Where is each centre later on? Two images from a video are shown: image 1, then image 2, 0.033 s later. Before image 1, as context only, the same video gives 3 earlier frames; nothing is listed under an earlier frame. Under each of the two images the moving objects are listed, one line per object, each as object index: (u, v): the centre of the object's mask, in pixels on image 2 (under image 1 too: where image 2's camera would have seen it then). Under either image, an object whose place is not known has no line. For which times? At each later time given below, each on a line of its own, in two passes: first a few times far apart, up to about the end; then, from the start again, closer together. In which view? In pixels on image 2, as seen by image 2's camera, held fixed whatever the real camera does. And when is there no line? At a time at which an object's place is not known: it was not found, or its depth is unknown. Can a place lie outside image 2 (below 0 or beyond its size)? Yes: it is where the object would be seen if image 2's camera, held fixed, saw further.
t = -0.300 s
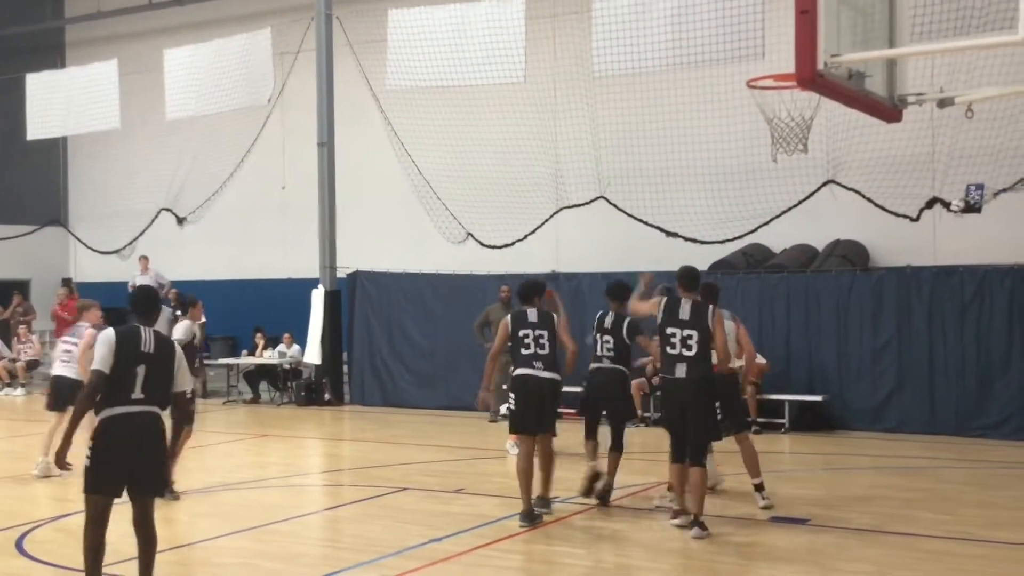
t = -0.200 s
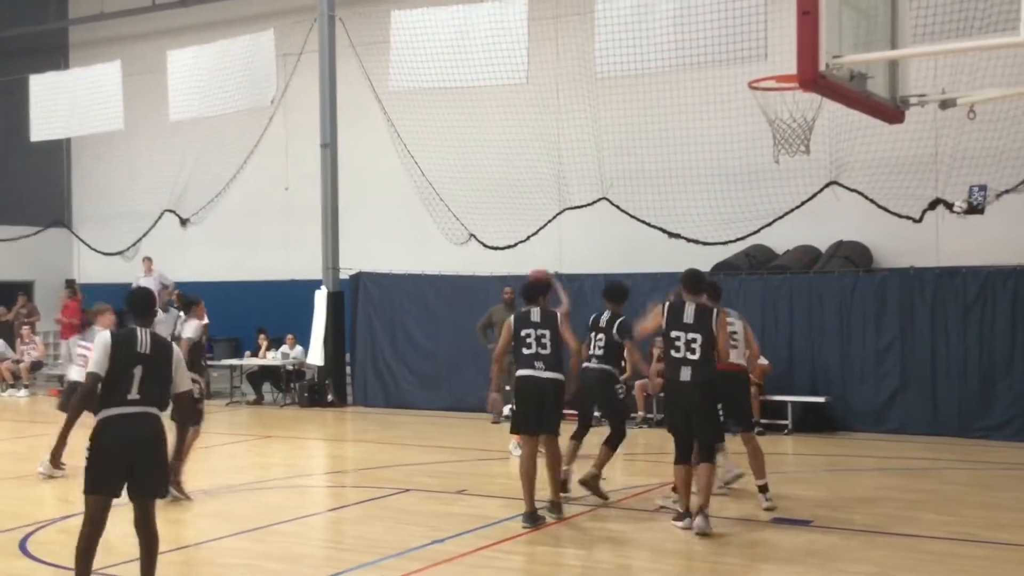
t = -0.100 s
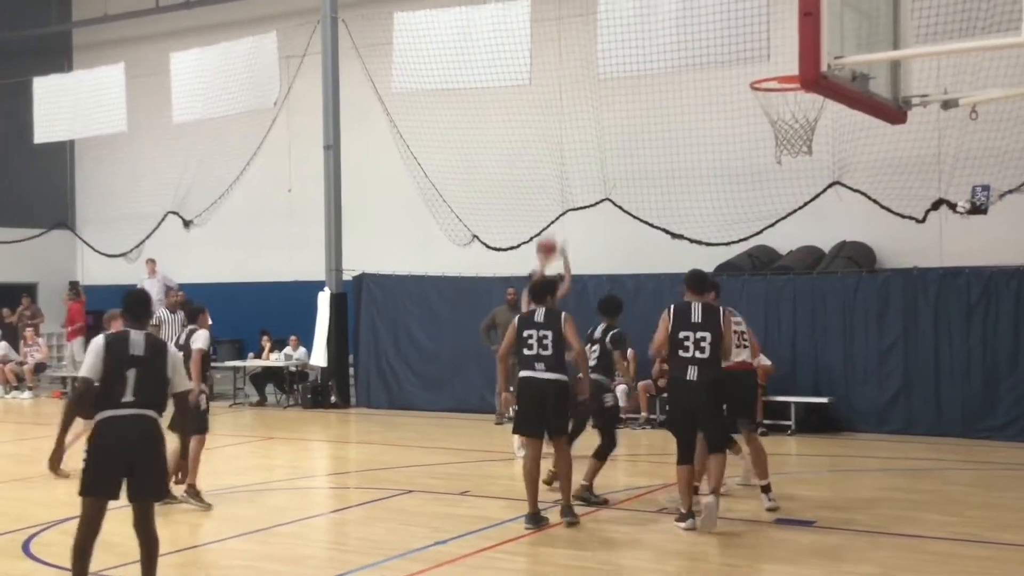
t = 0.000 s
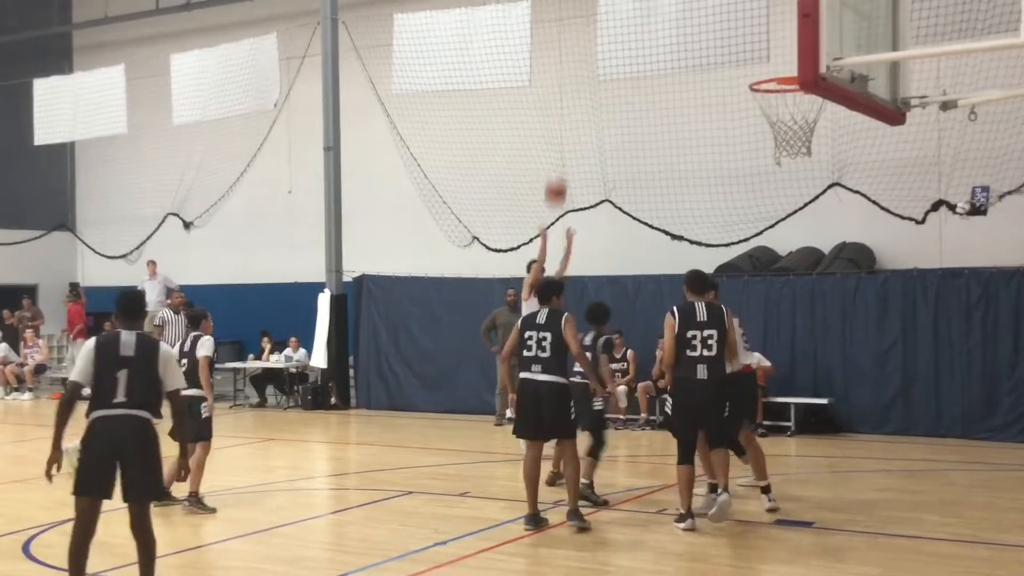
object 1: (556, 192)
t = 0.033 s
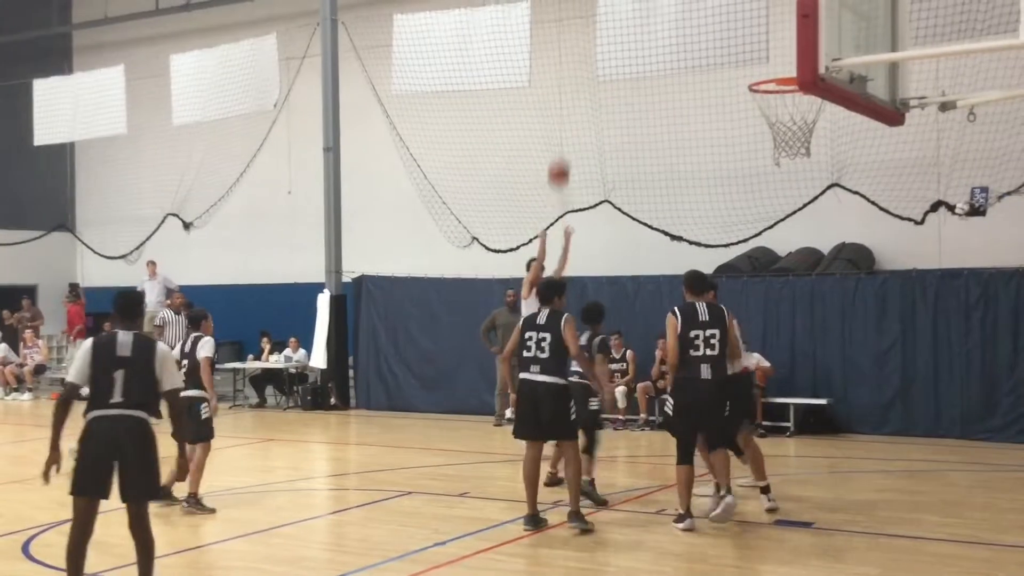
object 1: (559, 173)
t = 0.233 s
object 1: (582, 70)
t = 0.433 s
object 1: (609, -5)
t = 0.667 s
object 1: (644, -49)
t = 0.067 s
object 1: (562, 154)
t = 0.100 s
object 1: (566, 136)
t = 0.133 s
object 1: (570, 118)
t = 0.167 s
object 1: (573, 101)
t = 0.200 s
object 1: (577, 86)
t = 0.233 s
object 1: (582, 70)
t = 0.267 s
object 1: (586, 55)
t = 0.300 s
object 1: (590, 40)
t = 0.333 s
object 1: (594, 26)
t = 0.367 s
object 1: (599, 13)
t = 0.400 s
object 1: (603, 2)
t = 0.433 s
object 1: (609, -5)
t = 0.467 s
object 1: (613, -11)
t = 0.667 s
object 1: (644, -49)
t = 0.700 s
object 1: (650, -56)
